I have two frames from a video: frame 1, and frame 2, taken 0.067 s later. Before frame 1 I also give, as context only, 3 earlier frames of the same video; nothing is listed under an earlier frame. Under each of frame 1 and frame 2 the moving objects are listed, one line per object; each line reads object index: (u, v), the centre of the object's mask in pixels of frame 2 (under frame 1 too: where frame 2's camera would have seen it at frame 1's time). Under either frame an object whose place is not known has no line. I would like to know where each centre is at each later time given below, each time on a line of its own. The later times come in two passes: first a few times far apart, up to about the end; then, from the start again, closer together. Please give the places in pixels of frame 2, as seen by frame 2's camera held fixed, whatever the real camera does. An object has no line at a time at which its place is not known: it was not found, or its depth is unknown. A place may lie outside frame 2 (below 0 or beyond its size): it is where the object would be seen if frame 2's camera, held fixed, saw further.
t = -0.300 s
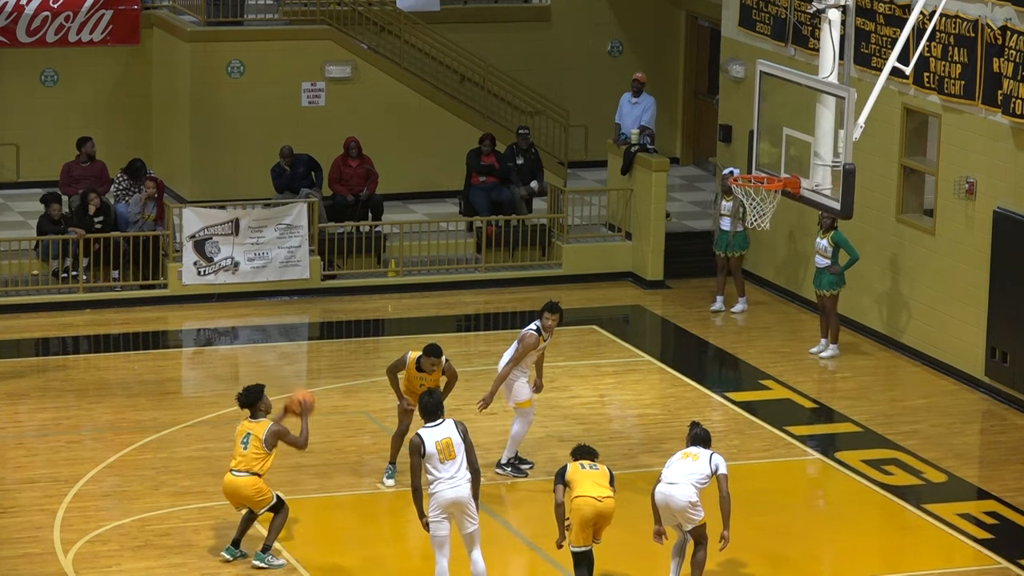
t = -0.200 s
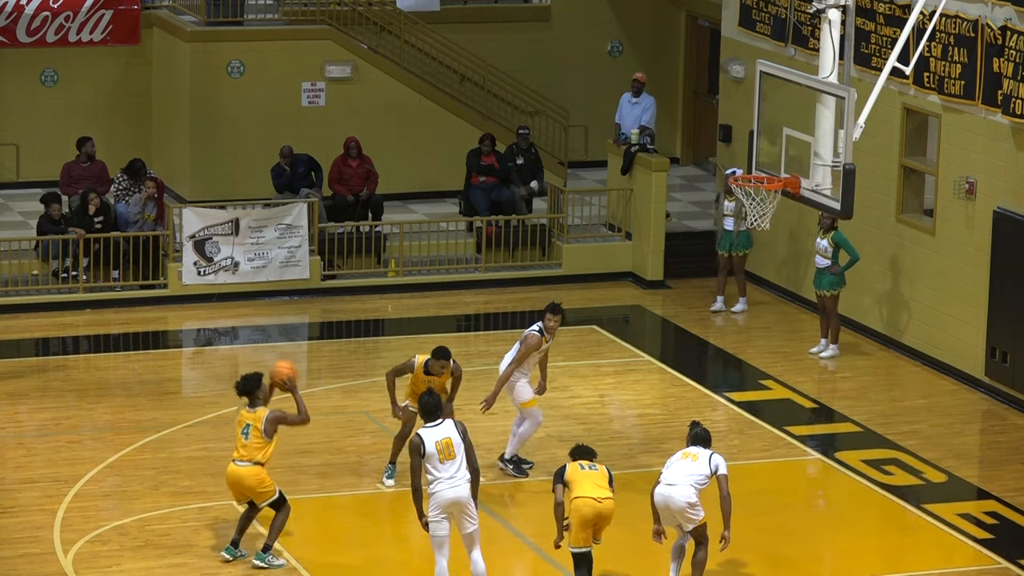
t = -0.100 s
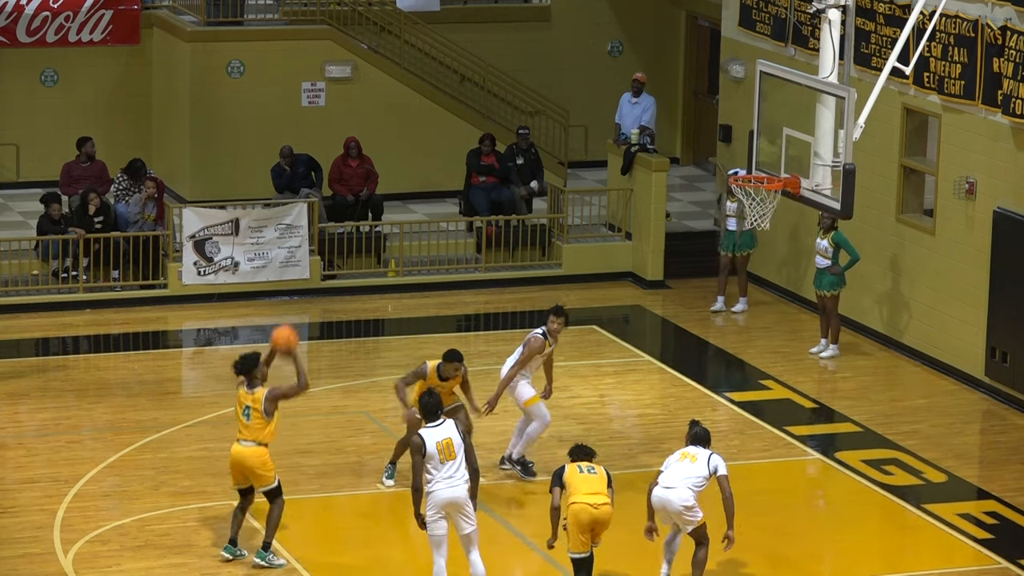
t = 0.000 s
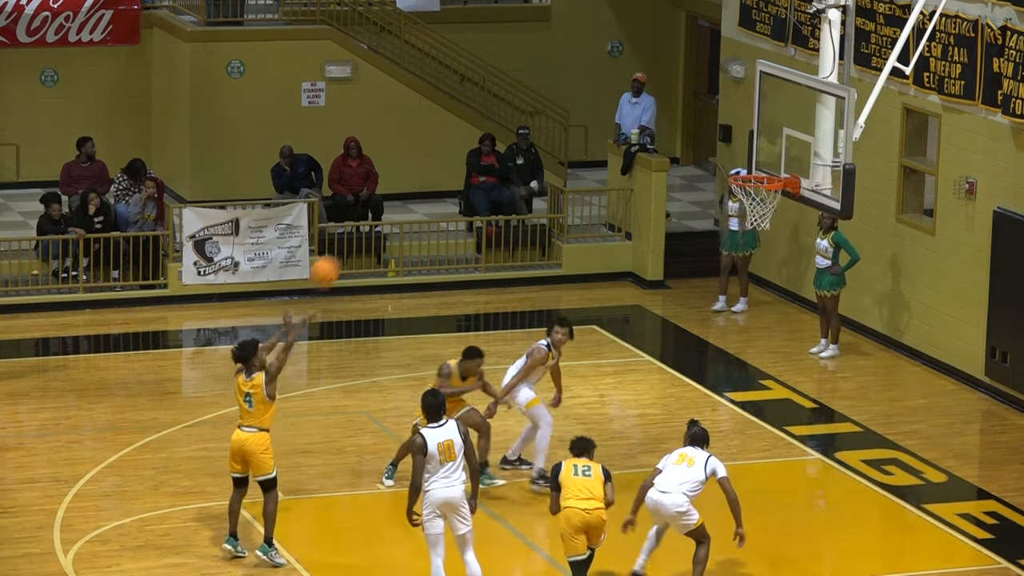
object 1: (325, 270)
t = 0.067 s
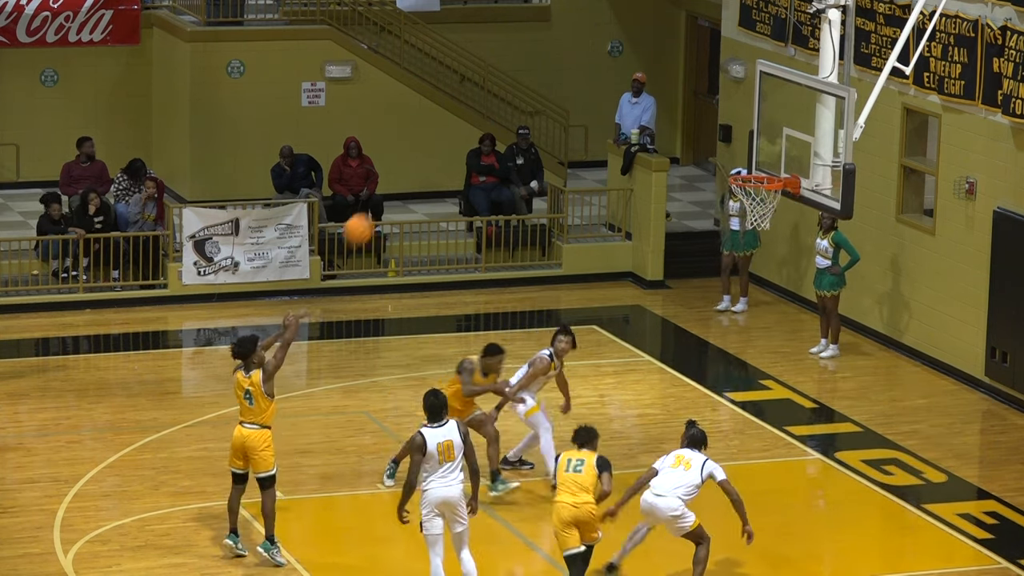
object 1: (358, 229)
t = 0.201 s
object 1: (425, 160)
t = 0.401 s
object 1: (520, 97)
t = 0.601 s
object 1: (610, 78)
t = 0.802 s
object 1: (697, 106)
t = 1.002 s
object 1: (775, 168)
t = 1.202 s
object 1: (746, 103)
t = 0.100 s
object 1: (375, 210)
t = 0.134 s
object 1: (391, 191)
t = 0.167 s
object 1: (408, 175)
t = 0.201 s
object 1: (425, 160)
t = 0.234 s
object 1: (441, 146)
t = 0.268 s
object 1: (457, 133)
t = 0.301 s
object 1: (473, 122)
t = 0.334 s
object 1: (489, 113)
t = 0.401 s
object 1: (520, 97)
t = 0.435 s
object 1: (535, 90)
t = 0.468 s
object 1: (551, 86)
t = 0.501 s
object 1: (565, 82)
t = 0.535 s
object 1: (581, 80)
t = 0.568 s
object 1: (595, 78)
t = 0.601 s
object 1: (610, 78)
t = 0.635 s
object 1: (625, 79)
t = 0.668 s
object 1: (640, 82)
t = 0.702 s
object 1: (655, 86)
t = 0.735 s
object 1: (668, 92)
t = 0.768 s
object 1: (683, 98)
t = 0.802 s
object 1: (697, 106)
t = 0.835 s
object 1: (710, 114)
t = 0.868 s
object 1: (724, 124)
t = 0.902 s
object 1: (738, 134)
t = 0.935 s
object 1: (752, 147)
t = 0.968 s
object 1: (767, 160)
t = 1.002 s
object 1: (775, 168)
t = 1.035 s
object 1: (770, 156)
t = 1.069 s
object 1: (767, 142)
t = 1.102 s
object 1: (761, 131)
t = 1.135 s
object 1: (756, 121)
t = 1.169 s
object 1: (751, 112)
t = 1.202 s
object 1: (746, 103)
